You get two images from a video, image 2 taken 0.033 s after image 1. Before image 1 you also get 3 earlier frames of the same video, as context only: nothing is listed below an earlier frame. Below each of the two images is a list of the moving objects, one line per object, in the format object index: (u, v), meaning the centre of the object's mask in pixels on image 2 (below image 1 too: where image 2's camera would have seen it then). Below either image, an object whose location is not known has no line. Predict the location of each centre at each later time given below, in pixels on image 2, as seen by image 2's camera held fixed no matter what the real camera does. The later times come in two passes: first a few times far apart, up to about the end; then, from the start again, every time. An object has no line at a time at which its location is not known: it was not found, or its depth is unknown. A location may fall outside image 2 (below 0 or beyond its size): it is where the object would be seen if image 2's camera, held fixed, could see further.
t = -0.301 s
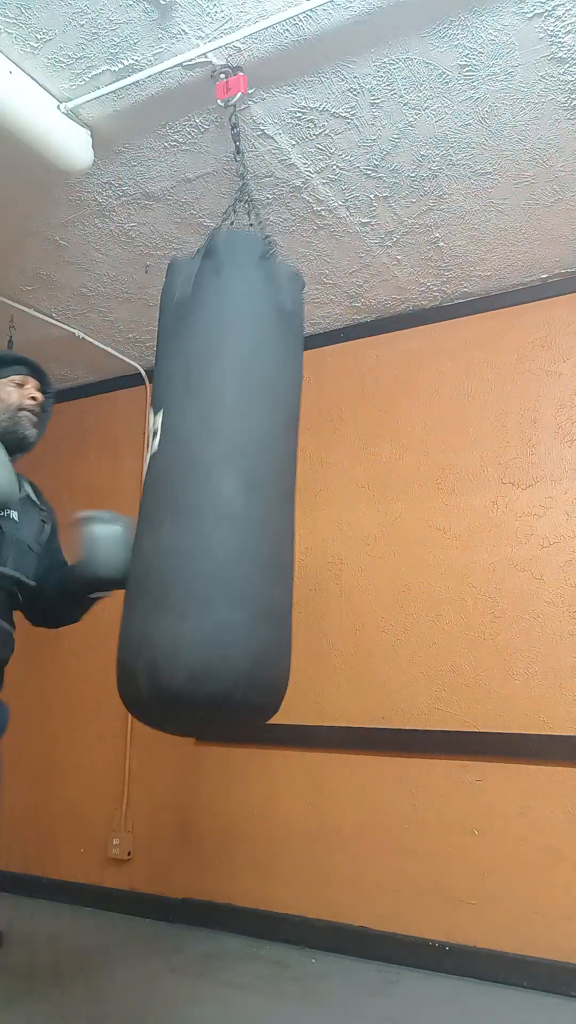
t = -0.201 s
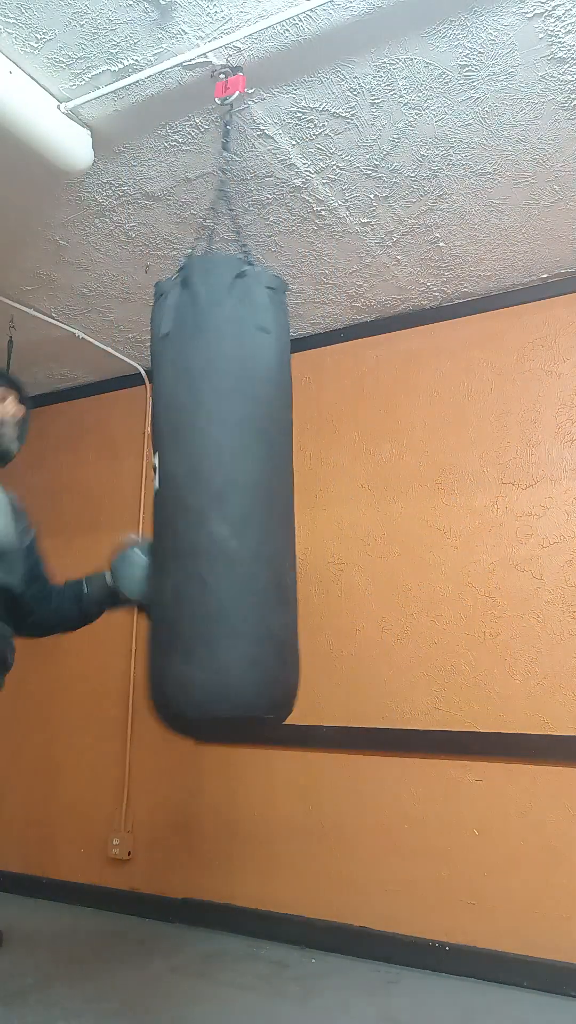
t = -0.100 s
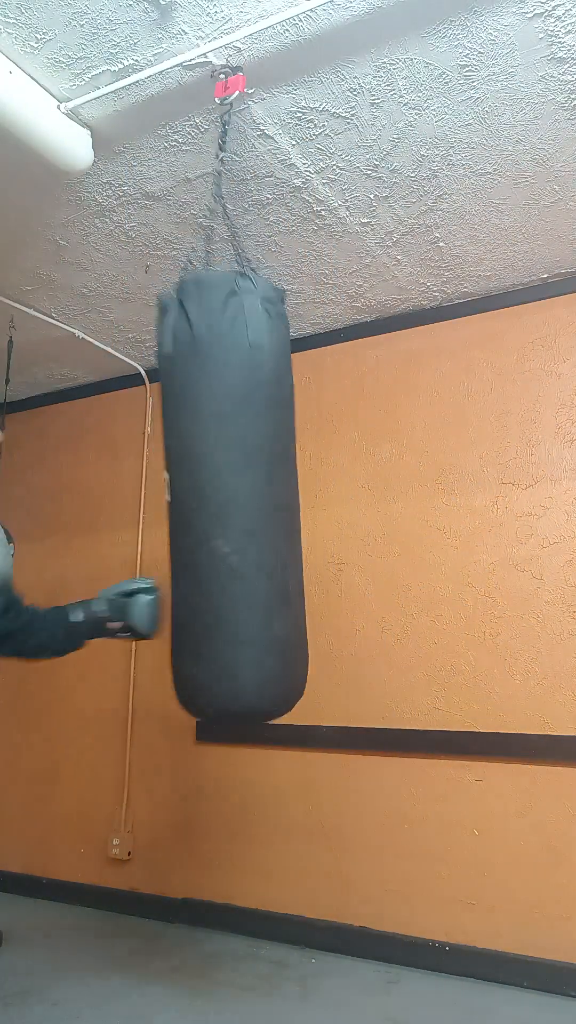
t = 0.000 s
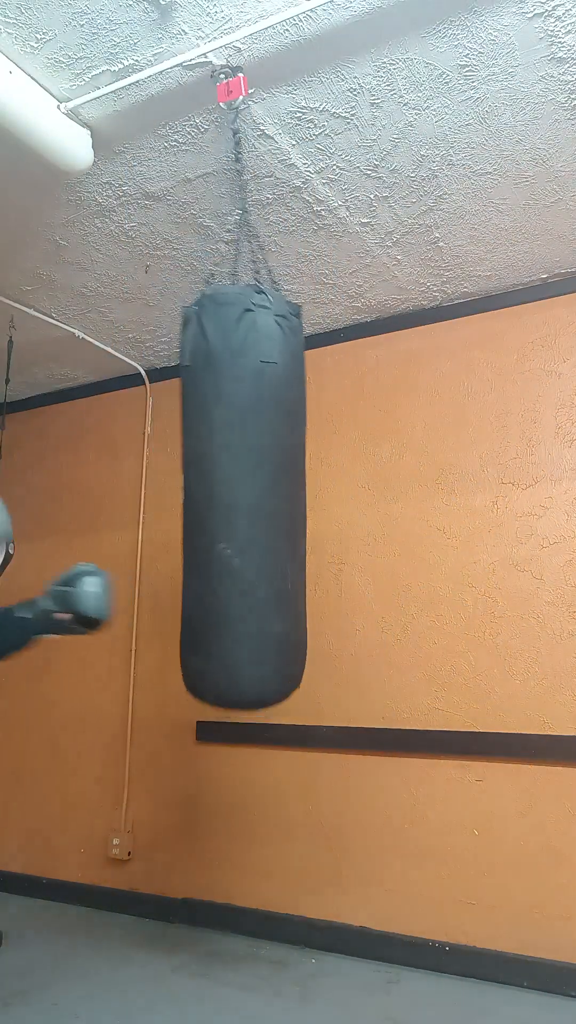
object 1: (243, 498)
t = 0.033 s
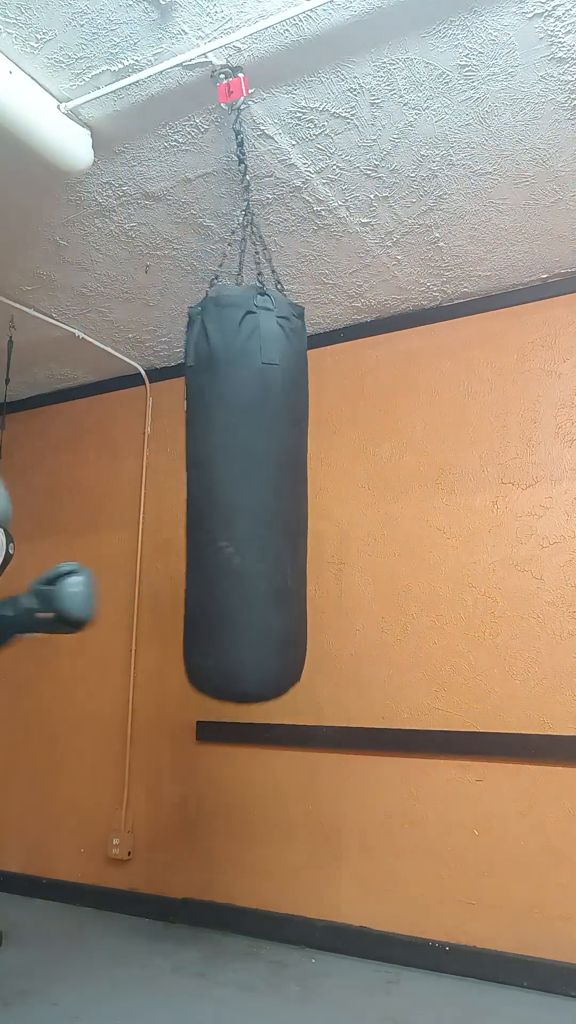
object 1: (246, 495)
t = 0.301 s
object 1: (250, 477)
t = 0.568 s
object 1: (245, 489)
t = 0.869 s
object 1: (219, 501)
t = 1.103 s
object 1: (184, 478)
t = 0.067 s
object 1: (248, 492)
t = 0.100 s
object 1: (249, 489)
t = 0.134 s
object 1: (249, 487)
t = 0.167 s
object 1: (249, 483)
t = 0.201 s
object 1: (249, 480)
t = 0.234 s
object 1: (249, 478)
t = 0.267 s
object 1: (249, 477)
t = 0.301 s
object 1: (250, 477)
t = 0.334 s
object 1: (251, 477)
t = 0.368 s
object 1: (252, 478)
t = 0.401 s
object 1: (252, 480)
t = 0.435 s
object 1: (252, 481)
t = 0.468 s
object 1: (251, 482)
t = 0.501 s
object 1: (249, 484)
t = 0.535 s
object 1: (247, 487)
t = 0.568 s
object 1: (245, 489)
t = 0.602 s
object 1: (243, 490)
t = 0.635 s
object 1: (241, 492)
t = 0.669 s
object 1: (239, 496)
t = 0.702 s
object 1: (237, 499)
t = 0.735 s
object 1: (235, 502)
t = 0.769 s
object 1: (232, 503)
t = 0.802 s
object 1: (228, 503)
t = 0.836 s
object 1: (224, 503)
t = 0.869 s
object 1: (219, 501)
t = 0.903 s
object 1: (215, 500)
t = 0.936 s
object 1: (210, 500)
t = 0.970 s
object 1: (205, 498)
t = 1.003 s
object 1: (201, 494)
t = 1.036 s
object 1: (195, 490)
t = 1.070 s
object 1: (190, 485)
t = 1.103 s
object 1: (184, 478)
